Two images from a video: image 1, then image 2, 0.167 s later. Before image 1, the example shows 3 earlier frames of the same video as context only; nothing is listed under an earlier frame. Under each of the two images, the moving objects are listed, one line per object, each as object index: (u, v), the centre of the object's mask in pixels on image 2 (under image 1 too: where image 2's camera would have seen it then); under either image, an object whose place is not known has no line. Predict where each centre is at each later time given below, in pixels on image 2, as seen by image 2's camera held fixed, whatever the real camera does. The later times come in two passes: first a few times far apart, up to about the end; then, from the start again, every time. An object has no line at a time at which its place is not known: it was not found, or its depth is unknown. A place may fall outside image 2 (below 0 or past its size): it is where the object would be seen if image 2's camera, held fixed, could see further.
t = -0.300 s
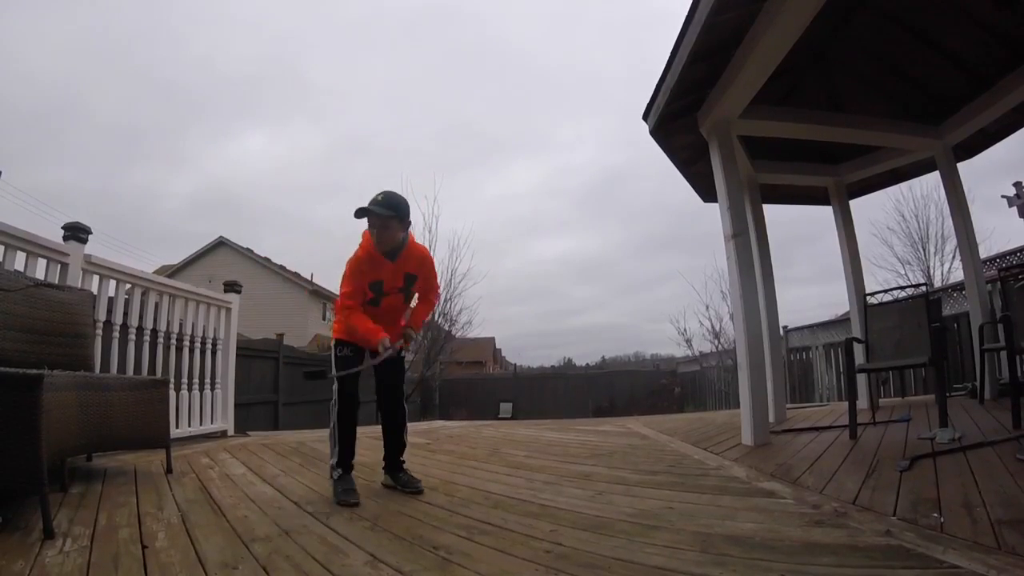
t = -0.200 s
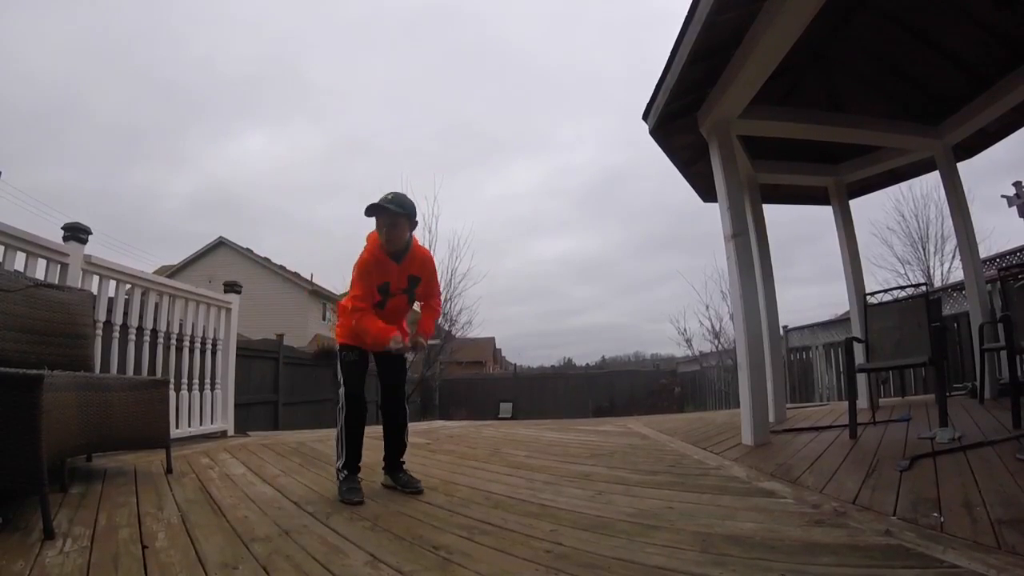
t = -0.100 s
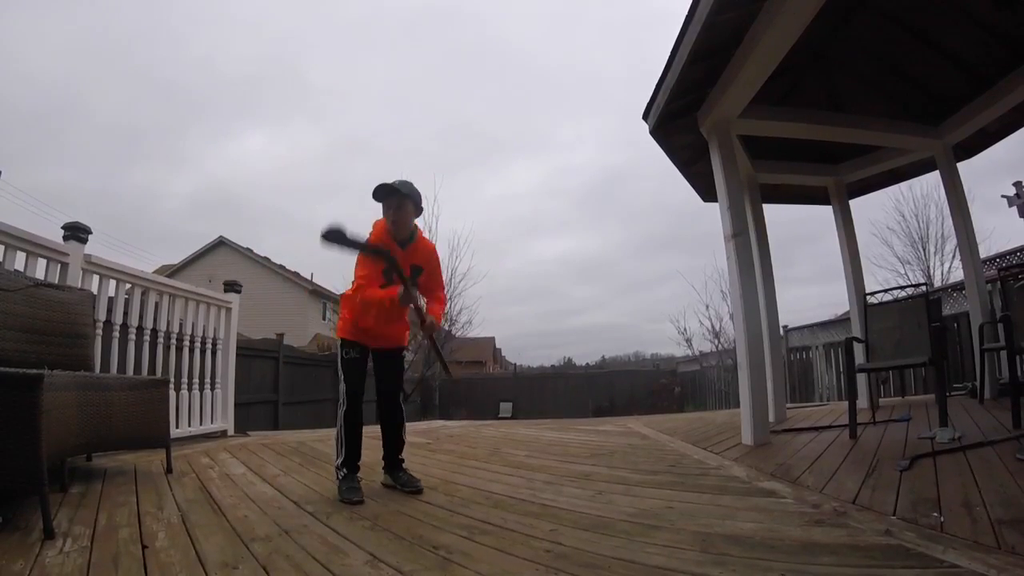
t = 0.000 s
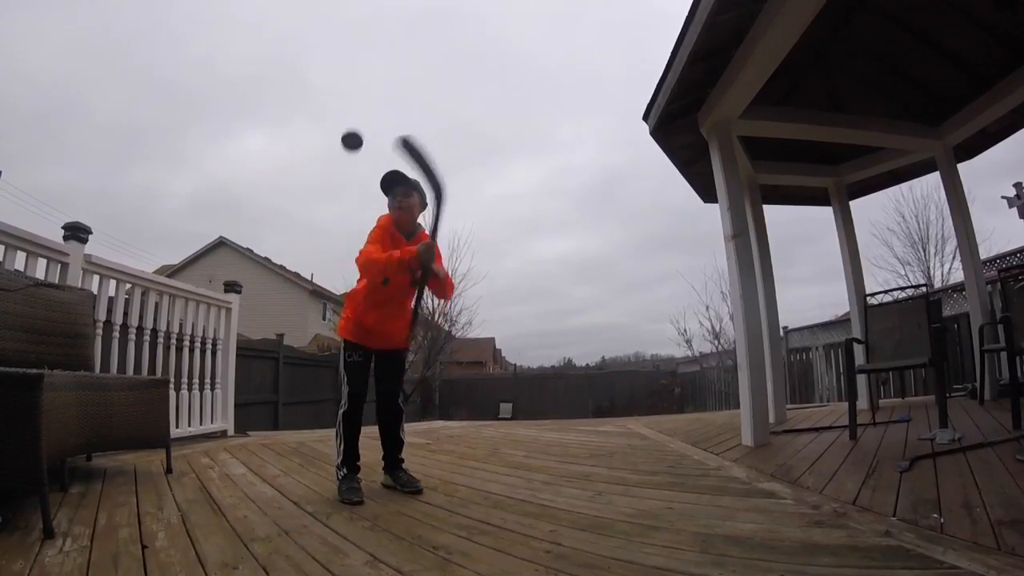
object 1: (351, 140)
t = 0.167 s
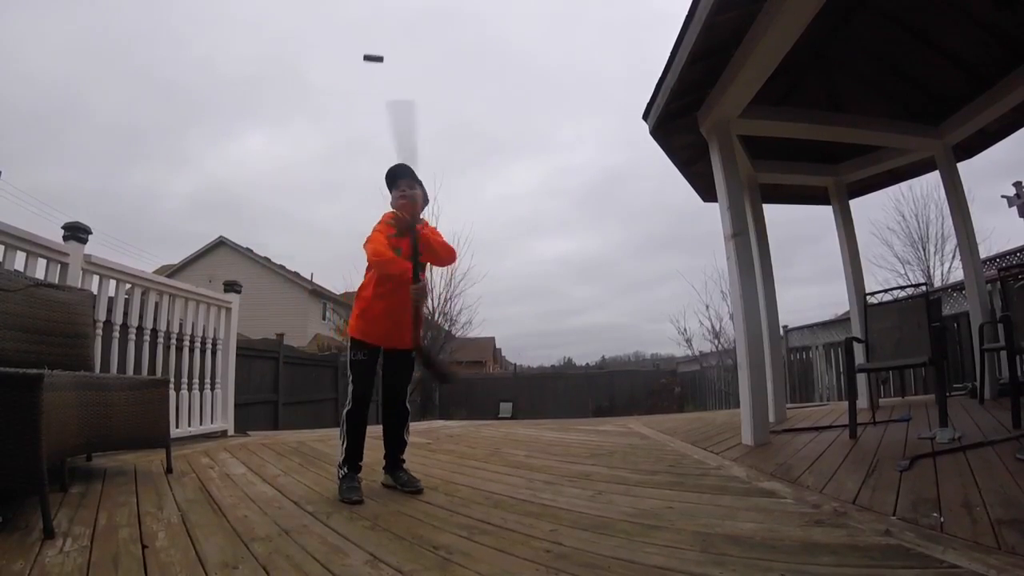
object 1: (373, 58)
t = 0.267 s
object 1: (380, 43)
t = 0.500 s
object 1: (391, 74)
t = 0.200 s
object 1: (375, 54)
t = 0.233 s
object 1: (378, 47)
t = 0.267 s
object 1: (380, 43)
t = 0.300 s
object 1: (383, 41)
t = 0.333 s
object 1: (385, 40)
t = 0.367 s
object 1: (387, 42)
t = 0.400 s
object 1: (388, 47)
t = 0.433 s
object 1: (389, 53)
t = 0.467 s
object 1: (390, 63)
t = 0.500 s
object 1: (391, 74)
